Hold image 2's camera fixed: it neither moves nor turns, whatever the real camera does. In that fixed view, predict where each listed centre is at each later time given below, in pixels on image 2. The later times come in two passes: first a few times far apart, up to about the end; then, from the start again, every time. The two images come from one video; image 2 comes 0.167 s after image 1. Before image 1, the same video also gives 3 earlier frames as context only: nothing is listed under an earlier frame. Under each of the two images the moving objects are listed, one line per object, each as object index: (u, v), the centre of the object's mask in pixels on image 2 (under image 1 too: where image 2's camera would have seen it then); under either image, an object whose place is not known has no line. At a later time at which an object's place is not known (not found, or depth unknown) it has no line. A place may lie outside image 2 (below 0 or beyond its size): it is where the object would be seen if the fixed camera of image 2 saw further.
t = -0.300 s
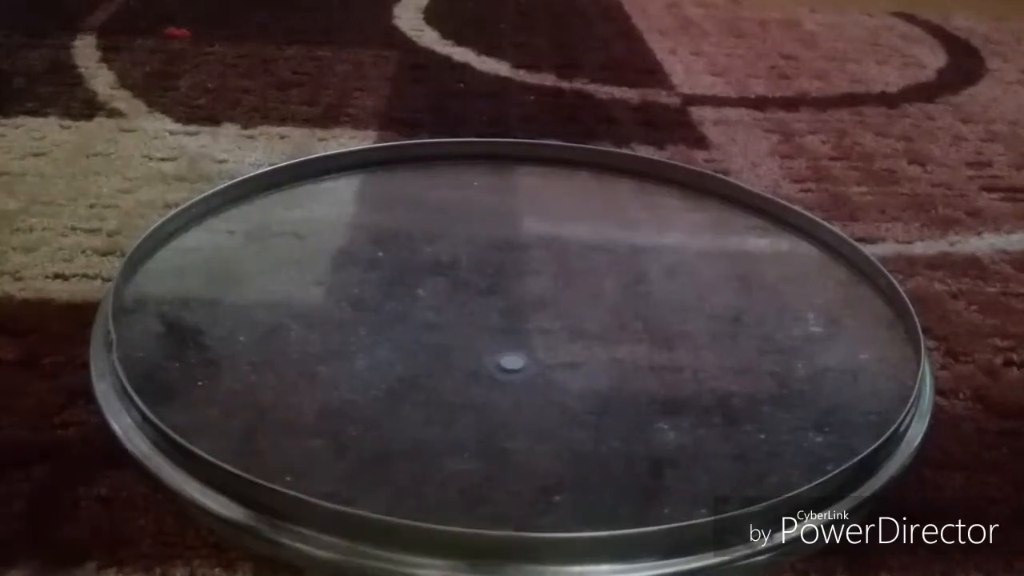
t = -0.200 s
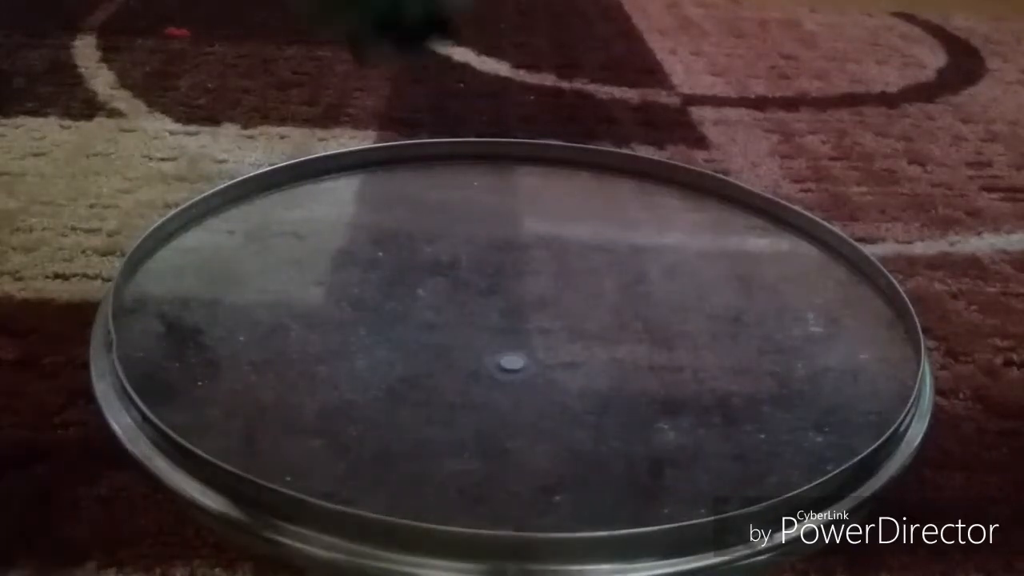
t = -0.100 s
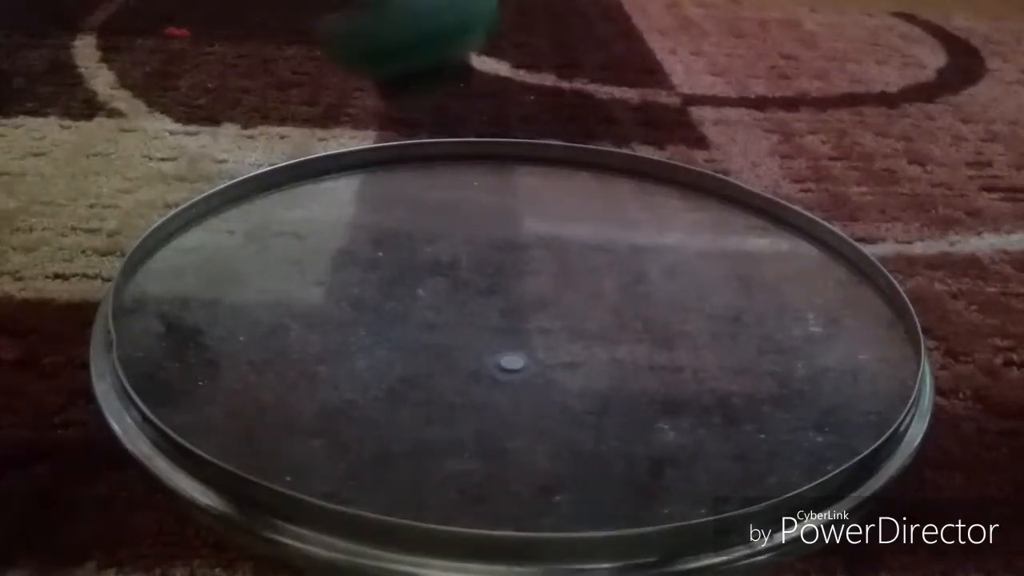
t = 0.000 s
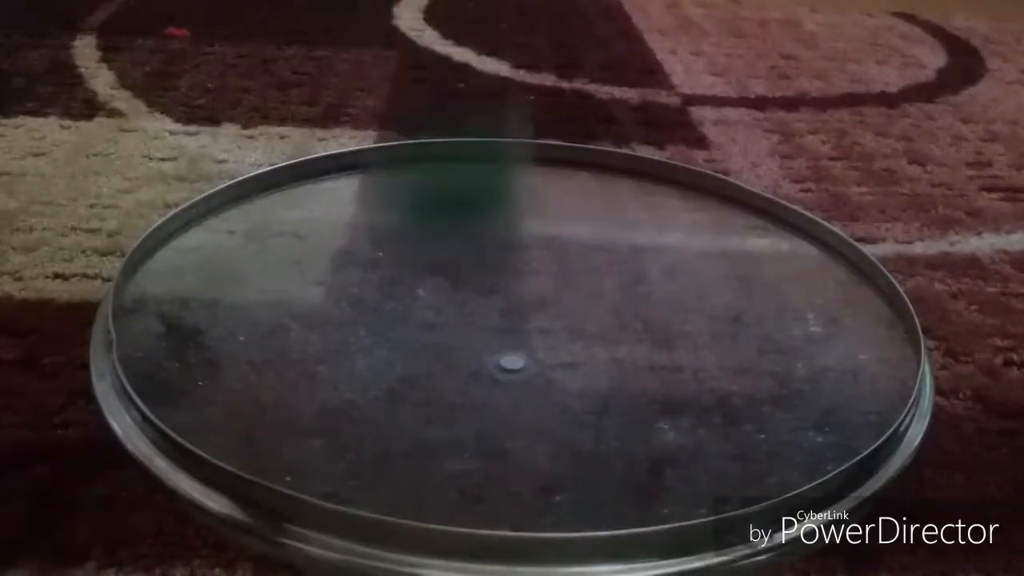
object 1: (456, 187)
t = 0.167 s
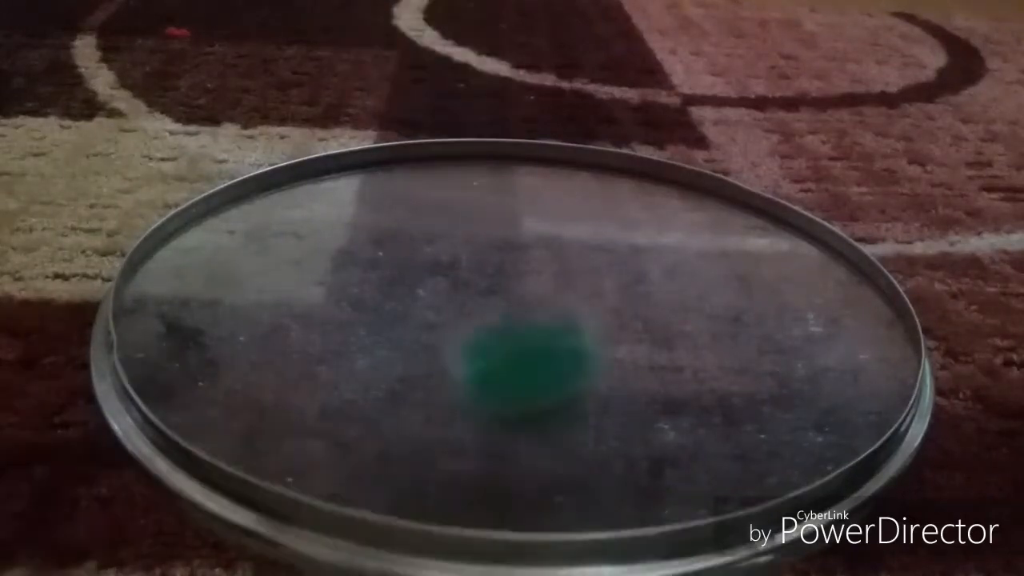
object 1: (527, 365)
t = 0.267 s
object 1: (570, 362)
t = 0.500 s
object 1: (507, 335)
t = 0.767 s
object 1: (381, 338)
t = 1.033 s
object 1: (408, 377)
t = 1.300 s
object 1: (417, 373)
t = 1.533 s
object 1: (346, 342)
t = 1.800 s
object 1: (345, 321)
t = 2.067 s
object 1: (381, 291)
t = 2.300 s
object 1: (397, 255)
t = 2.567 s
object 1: (401, 246)
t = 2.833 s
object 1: (446, 256)
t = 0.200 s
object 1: (547, 364)
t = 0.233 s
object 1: (558, 347)
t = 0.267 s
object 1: (570, 362)
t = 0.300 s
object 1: (576, 356)
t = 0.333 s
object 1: (576, 354)
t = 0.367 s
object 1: (572, 345)
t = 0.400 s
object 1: (562, 347)
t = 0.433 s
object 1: (546, 344)
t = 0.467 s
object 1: (527, 338)
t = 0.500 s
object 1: (507, 335)
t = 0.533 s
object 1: (486, 330)
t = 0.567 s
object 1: (468, 327)
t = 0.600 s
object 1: (448, 326)
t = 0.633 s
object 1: (434, 325)
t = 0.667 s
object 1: (416, 326)
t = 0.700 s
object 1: (402, 327)
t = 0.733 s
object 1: (390, 333)
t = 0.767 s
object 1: (381, 338)
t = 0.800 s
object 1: (375, 342)
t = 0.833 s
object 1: (372, 347)
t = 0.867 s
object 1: (371, 352)
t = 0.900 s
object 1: (374, 355)
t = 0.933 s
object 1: (382, 364)
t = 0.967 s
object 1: (389, 369)
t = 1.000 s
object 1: (400, 374)
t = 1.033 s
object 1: (408, 377)
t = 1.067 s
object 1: (417, 382)
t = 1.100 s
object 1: (423, 383)
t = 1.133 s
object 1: (428, 384)
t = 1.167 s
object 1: (432, 383)
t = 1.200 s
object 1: (432, 382)
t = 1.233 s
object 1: (430, 381)
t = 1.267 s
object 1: (425, 377)
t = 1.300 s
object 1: (417, 373)
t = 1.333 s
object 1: (408, 368)
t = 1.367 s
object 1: (396, 363)
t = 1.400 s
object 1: (387, 357)
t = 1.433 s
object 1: (377, 351)
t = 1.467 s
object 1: (366, 349)
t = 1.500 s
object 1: (356, 345)
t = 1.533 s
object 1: (346, 342)
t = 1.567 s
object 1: (341, 338)
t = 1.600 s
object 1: (340, 337)
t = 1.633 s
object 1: (340, 335)
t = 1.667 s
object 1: (342, 333)
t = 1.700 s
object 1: (344, 329)
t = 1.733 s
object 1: (345, 327)
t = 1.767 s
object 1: (345, 323)
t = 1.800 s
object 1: (345, 321)
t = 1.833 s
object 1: (347, 320)
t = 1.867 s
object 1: (349, 318)
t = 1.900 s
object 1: (354, 313)
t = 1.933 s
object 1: (359, 309)
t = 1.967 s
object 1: (365, 306)
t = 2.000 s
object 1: (371, 302)
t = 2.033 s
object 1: (376, 296)
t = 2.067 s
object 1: (381, 291)
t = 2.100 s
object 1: (384, 286)
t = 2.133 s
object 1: (387, 281)
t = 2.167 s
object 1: (392, 276)
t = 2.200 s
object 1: (393, 269)
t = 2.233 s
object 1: (394, 263)
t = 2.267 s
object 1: (396, 259)
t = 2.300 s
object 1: (397, 255)
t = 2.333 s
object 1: (397, 253)
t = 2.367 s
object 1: (398, 251)
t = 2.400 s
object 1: (398, 249)
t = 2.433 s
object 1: (400, 248)
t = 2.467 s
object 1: (400, 249)
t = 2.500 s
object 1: (400, 248)
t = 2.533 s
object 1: (400, 247)
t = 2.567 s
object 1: (401, 246)
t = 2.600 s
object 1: (403, 246)
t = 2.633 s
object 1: (408, 247)
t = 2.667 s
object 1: (413, 248)
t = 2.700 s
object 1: (419, 250)
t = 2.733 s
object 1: (425, 252)
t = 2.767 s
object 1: (432, 254)
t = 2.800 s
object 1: (438, 254)
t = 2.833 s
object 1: (446, 256)
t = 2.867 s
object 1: (455, 258)
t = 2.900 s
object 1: (464, 260)
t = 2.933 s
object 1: (472, 263)
